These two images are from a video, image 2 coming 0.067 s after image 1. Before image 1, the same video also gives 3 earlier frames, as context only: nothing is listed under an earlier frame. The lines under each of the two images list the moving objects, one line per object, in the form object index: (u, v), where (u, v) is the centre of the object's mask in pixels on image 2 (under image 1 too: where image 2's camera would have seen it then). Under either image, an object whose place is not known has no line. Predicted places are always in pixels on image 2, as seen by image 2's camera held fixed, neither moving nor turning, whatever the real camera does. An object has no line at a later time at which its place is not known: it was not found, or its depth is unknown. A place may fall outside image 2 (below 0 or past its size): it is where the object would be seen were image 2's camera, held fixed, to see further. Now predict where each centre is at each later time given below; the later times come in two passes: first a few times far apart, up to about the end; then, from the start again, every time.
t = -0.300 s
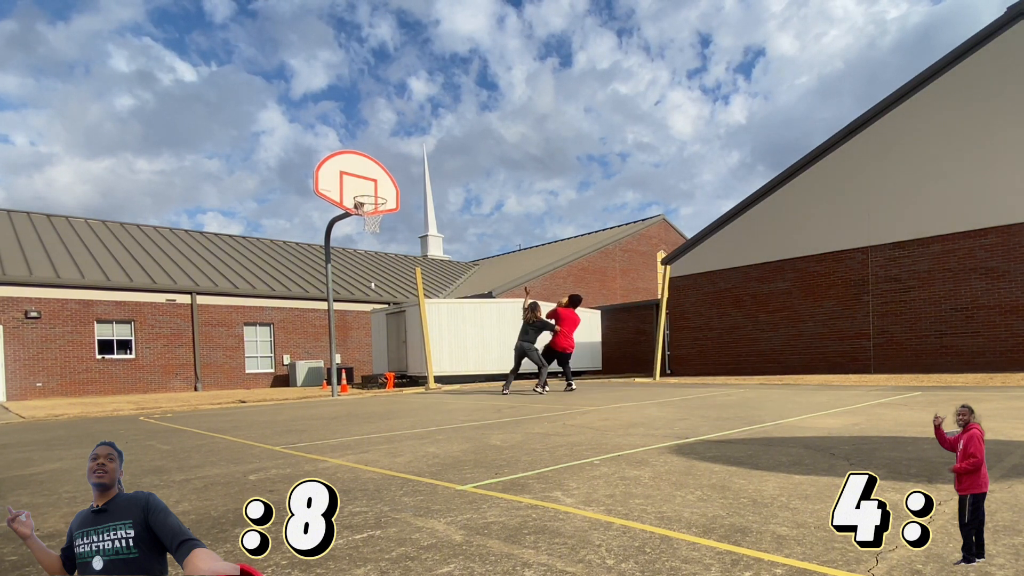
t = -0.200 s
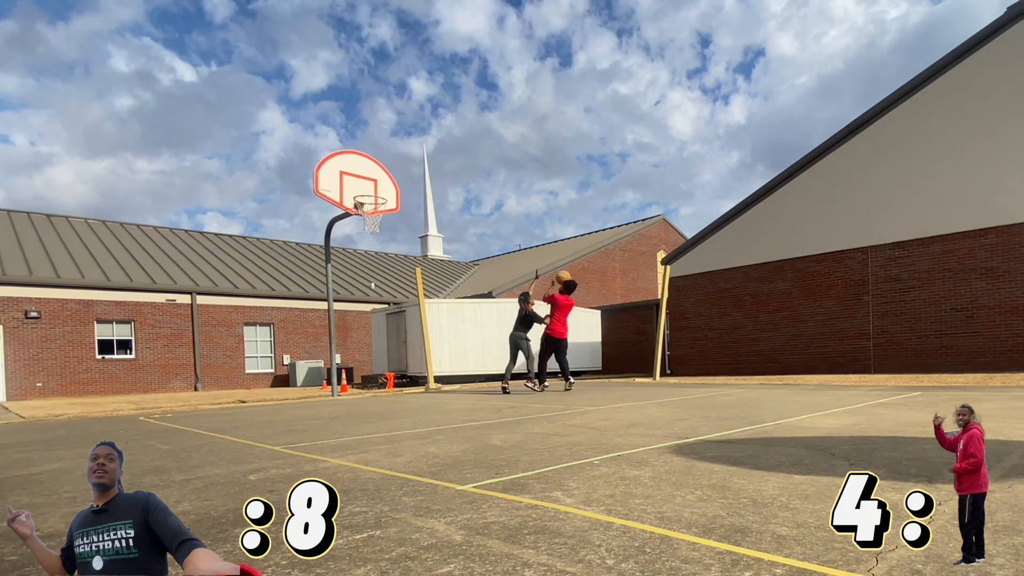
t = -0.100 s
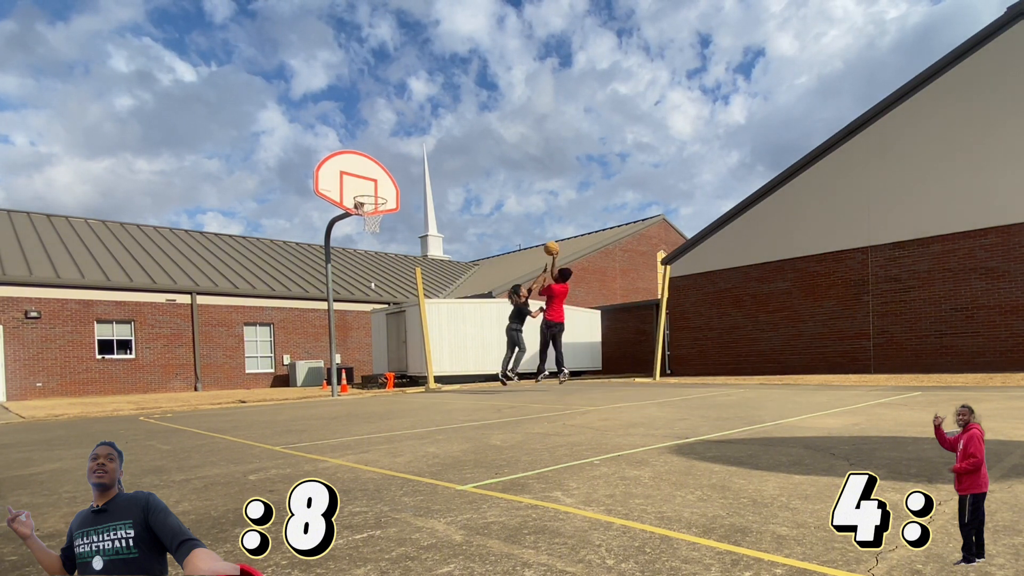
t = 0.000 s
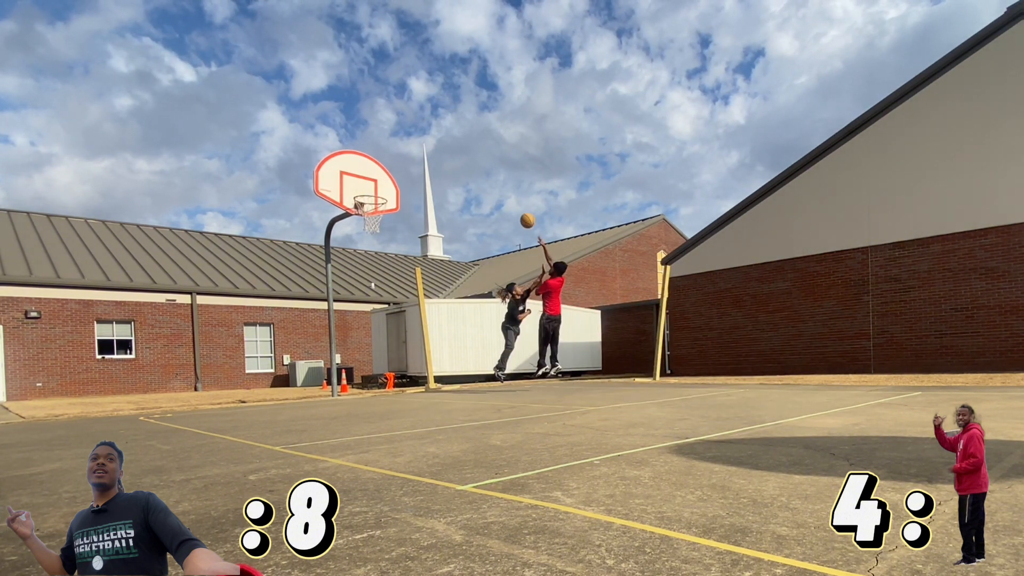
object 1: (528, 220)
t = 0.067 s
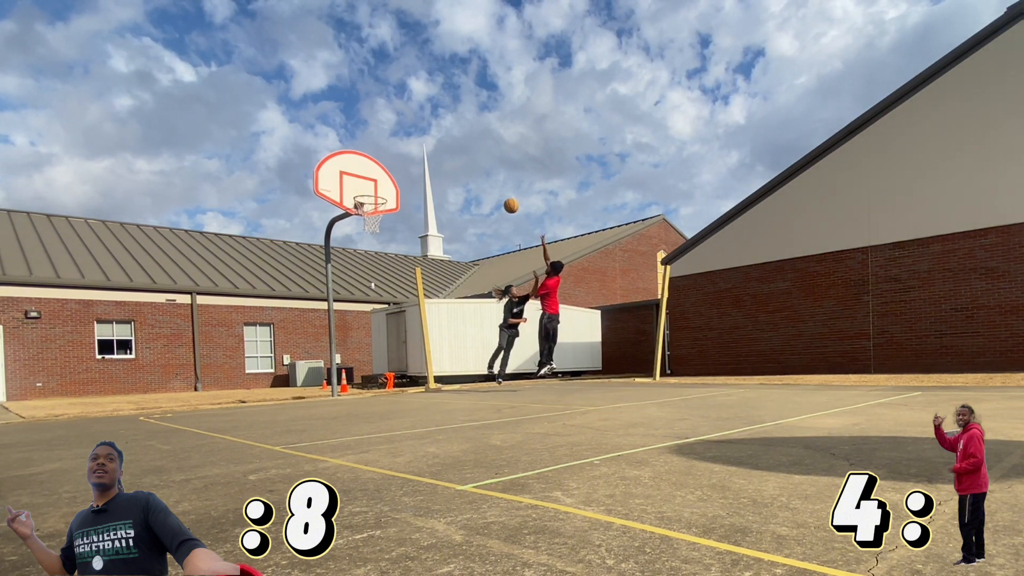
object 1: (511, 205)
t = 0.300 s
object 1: (455, 175)
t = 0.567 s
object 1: (394, 182)
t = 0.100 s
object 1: (503, 199)
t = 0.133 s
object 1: (495, 193)
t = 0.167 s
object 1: (487, 188)
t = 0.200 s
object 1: (479, 184)
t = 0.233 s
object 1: (471, 181)
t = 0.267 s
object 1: (463, 178)
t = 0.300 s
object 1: (455, 175)
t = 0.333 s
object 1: (447, 174)
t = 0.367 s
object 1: (440, 173)
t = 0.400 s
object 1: (432, 173)
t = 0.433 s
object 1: (424, 173)
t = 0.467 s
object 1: (416, 174)
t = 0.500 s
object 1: (409, 176)
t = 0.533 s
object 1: (402, 178)
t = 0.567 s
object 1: (394, 182)
